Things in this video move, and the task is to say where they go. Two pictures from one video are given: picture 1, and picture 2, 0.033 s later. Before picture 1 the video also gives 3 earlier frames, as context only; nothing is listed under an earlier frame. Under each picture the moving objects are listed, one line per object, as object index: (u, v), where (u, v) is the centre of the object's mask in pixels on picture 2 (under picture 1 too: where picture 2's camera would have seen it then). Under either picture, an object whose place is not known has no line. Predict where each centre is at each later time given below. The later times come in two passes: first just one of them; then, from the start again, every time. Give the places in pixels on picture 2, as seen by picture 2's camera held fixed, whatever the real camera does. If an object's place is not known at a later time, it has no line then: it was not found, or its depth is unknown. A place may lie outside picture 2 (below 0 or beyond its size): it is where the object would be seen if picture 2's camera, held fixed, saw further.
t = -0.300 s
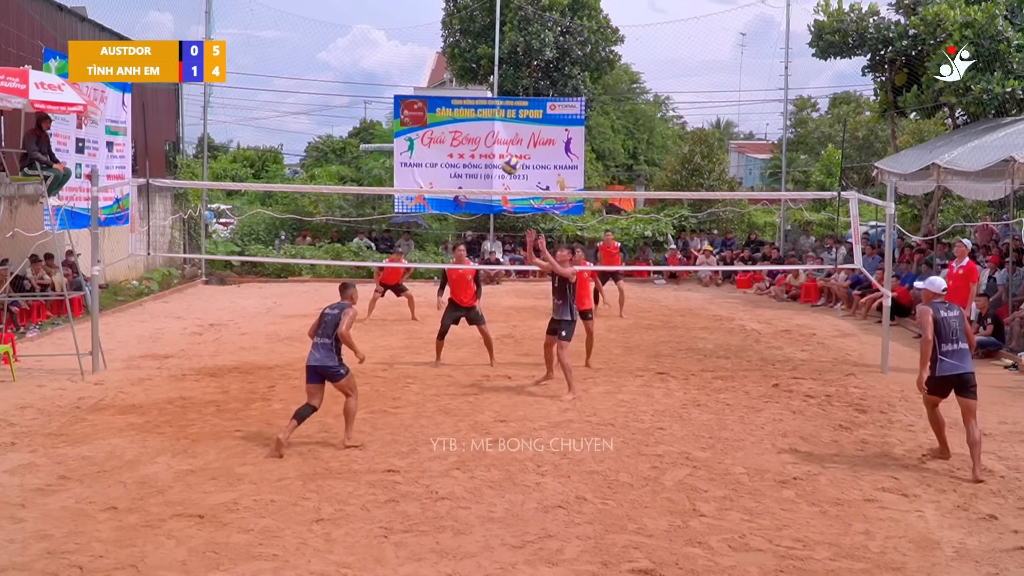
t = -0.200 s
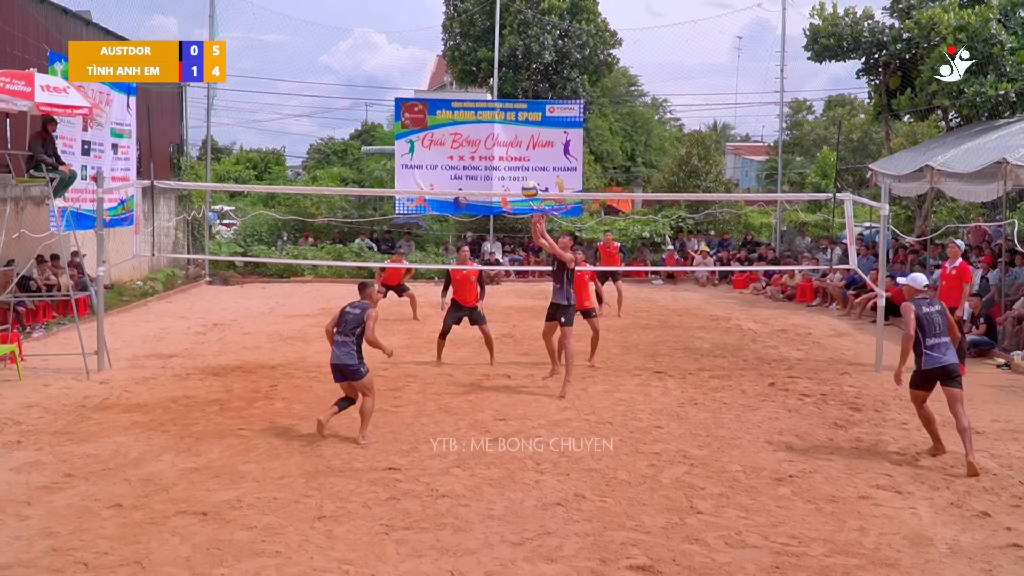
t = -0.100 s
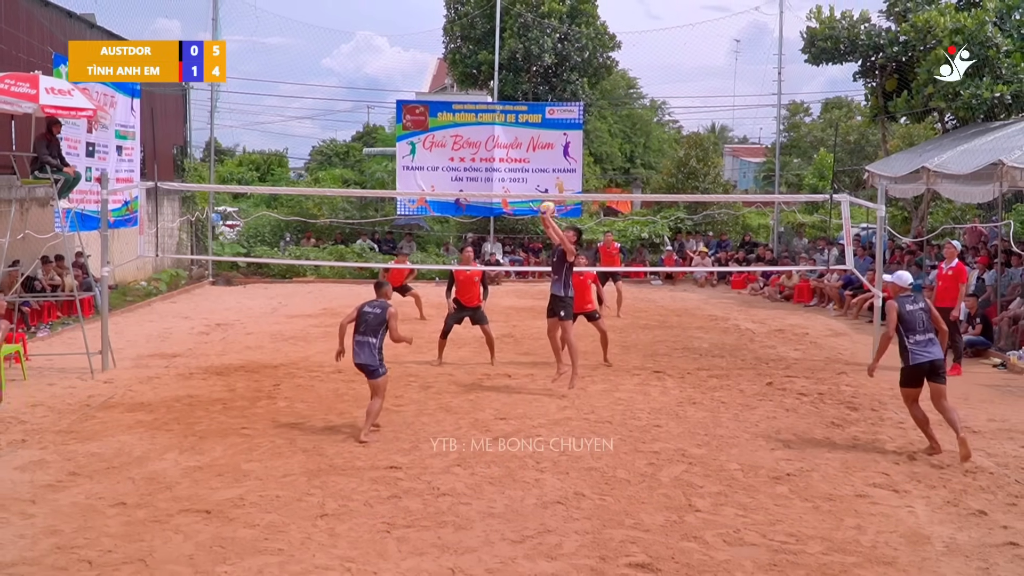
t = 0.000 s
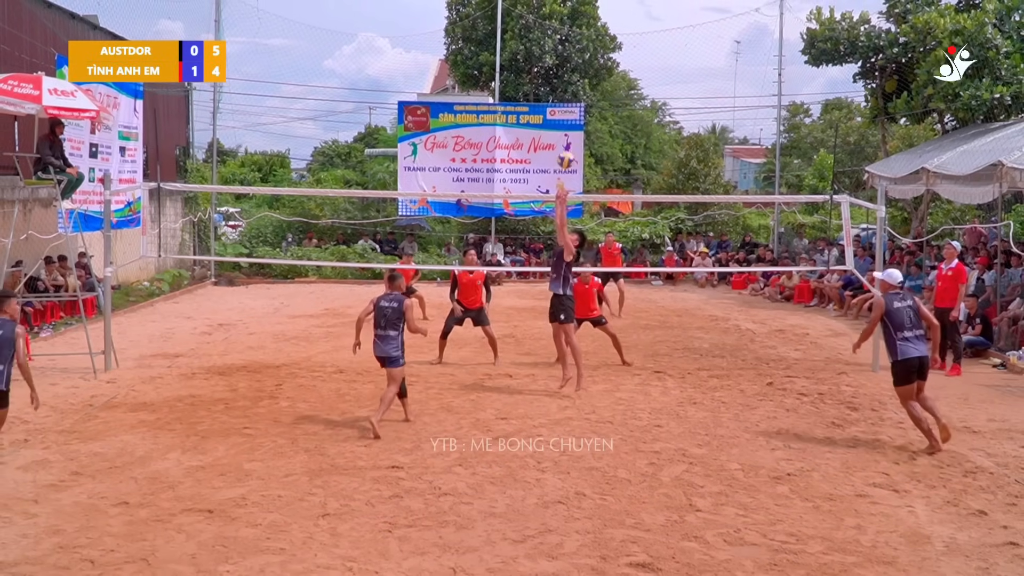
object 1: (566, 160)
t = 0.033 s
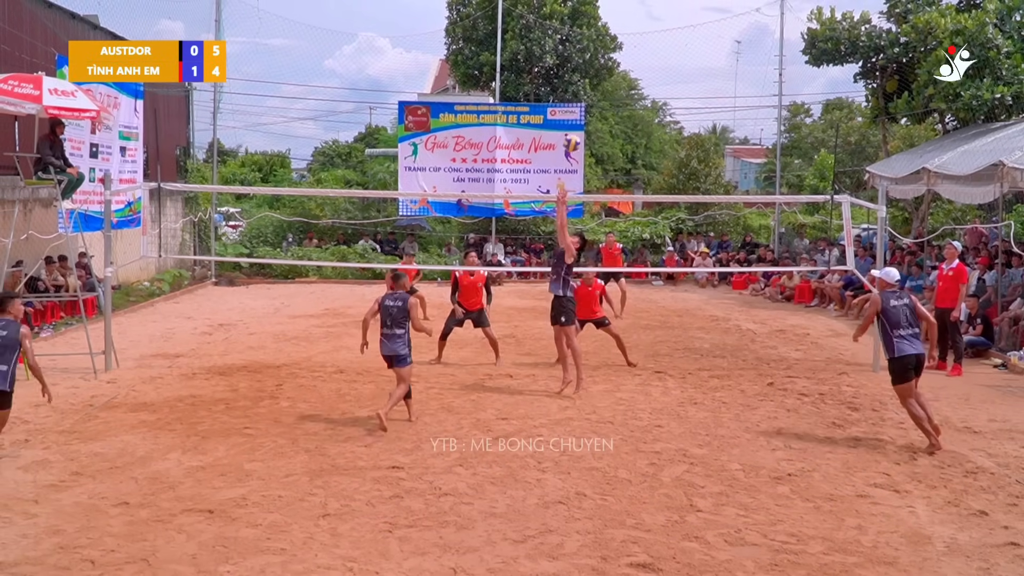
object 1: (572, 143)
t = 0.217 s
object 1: (602, 67)
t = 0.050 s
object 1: (575, 135)
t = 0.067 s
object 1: (578, 127)
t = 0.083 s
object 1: (581, 119)
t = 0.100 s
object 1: (584, 112)
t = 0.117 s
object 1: (586, 105)
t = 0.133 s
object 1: (588, 99)
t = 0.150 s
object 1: (591, 92)
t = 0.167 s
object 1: (594, 85)
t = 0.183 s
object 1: (596, 79)
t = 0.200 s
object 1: (599, 73)
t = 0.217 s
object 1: (602, 67)
